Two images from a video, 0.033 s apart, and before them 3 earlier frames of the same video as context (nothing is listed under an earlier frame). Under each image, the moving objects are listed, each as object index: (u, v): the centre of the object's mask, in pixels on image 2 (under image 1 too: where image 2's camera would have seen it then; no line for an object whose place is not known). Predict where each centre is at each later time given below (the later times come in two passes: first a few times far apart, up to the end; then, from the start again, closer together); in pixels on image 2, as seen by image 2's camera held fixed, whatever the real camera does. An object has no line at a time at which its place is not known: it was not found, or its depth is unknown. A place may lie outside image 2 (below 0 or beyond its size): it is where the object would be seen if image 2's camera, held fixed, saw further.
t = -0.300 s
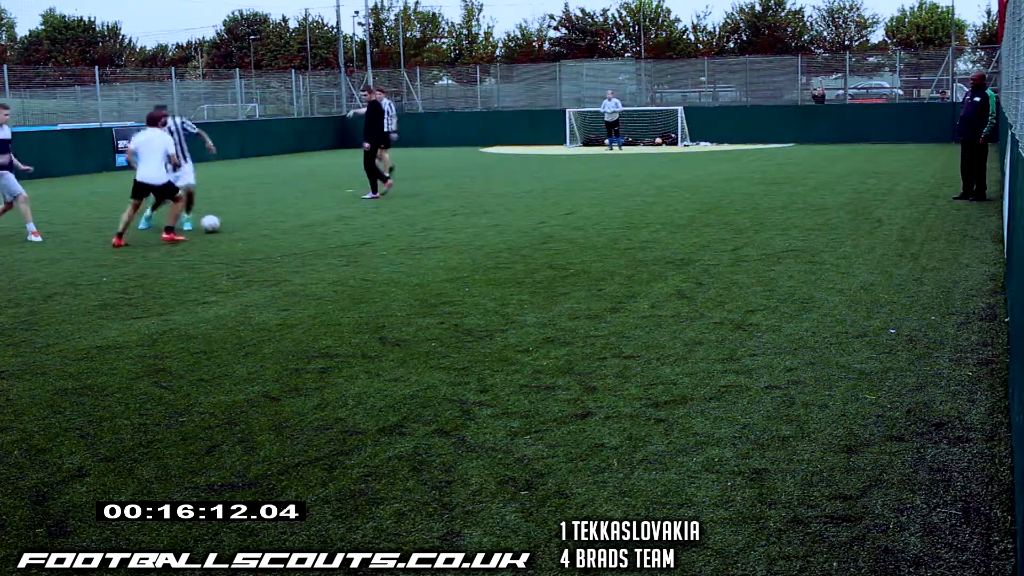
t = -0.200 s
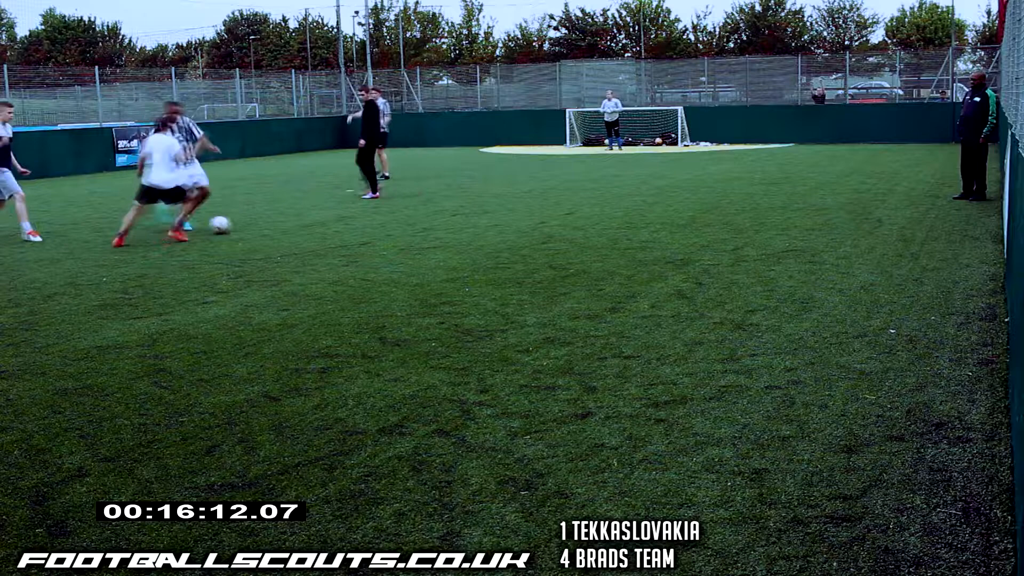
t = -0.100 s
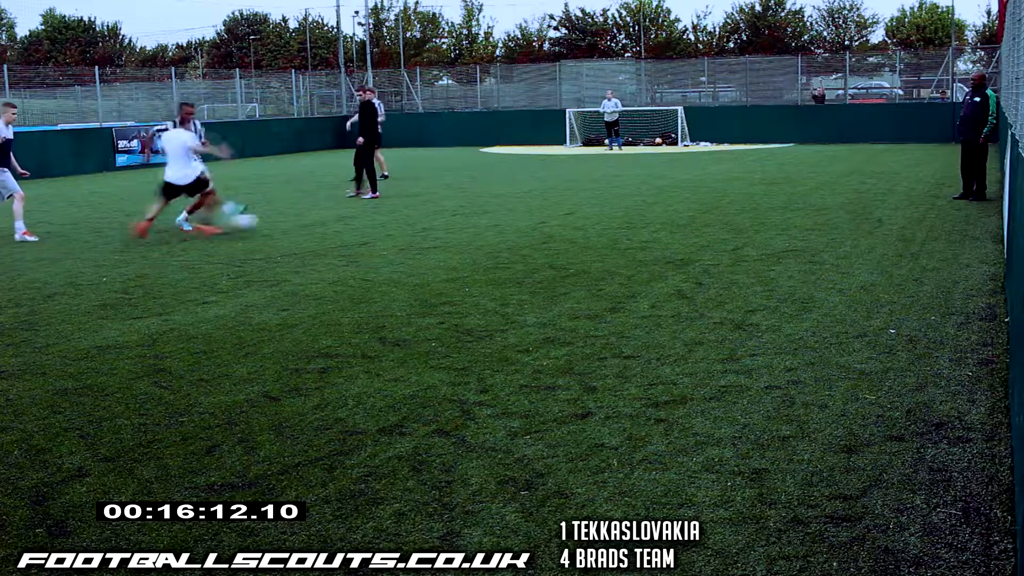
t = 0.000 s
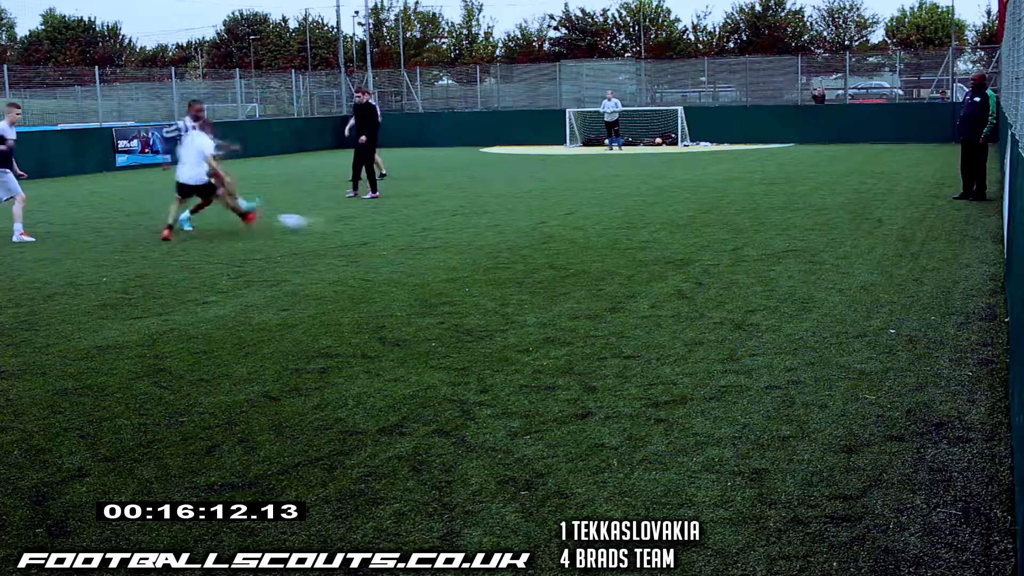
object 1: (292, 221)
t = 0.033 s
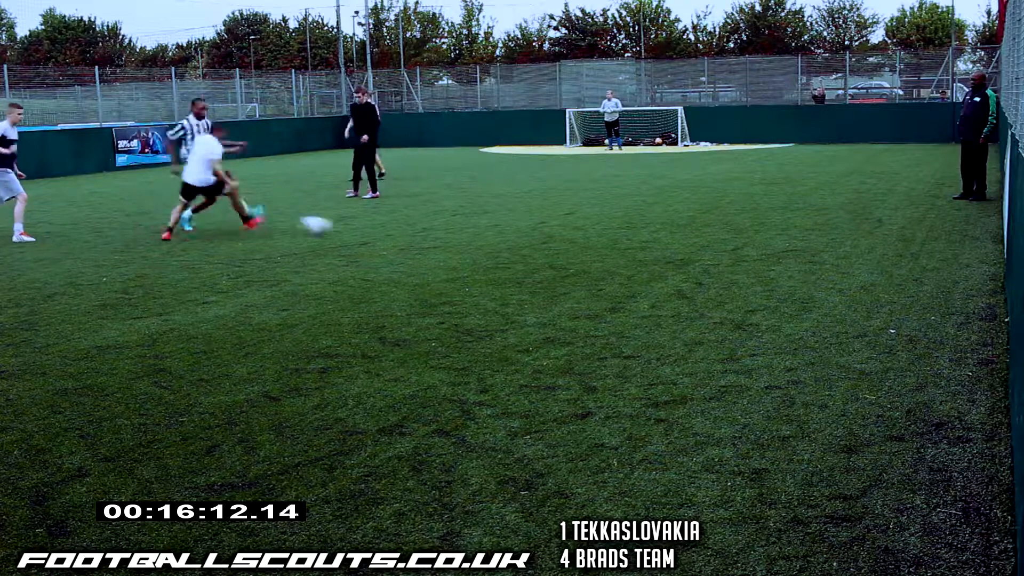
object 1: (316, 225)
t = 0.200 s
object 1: (425, 245)
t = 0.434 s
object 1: (590, 263)
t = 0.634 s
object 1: (770, 294)
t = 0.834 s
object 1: (982, 332)
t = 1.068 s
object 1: (791, 245)
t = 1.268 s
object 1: (643, 246)
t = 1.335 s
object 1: (600, 256)
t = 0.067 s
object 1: (341, 228)
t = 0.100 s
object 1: (356, 231)
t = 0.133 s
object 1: (382, 239)
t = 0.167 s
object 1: (399, 246)
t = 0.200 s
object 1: (425, 245)
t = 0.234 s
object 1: (452, 247)
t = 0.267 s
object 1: (470, 250)
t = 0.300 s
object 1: (497, 256)
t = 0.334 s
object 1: (515, 261)
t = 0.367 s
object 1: (543, 264)
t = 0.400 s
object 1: (572, 262)
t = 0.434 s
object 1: (590, 263)
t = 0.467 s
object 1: (620, 268)
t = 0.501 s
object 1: (640, 272)
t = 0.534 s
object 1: (675, 282)
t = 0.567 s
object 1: (713, 291)
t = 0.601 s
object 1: (735, 292)
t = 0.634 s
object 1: (770, 294)
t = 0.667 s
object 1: (793, 296)
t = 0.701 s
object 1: (836, 309)
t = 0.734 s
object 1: (883, 319)
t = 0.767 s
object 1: (909, 321)
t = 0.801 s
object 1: (944, 325)
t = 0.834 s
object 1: (982, 332)
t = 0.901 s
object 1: (930, 295)
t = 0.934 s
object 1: (908, 282)
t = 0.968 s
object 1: (878, 269)
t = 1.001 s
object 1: (857, 261)
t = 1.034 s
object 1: (823, 253)
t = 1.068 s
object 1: (791, 245)
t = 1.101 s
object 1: (772, 242)
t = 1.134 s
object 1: (743, 238)
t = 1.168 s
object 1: (724, 237)
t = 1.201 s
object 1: (692, 239)
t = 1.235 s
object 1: (662, 242)
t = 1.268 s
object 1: (643, 246)
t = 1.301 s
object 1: (617, 250)
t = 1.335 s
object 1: (600, 256)
